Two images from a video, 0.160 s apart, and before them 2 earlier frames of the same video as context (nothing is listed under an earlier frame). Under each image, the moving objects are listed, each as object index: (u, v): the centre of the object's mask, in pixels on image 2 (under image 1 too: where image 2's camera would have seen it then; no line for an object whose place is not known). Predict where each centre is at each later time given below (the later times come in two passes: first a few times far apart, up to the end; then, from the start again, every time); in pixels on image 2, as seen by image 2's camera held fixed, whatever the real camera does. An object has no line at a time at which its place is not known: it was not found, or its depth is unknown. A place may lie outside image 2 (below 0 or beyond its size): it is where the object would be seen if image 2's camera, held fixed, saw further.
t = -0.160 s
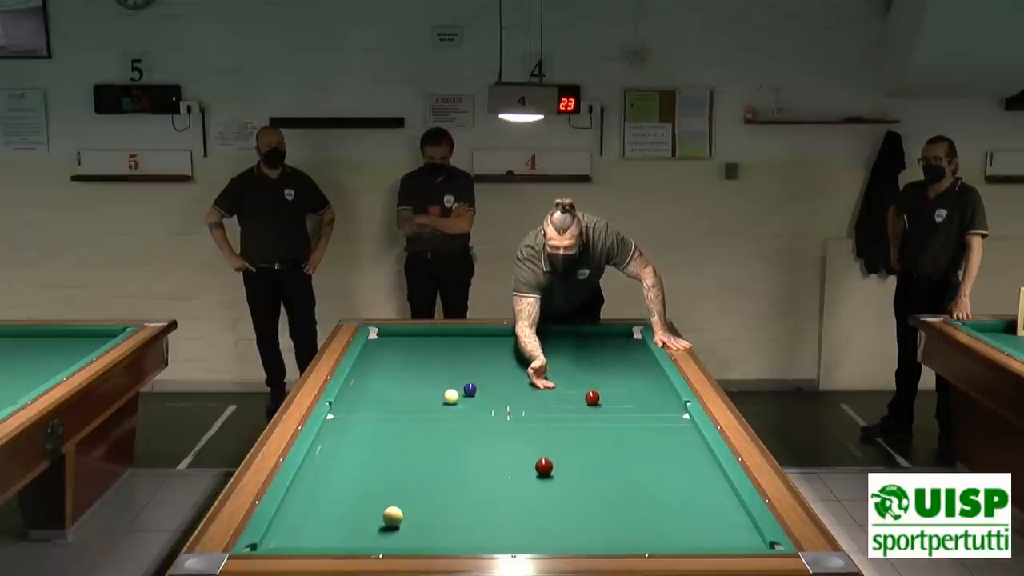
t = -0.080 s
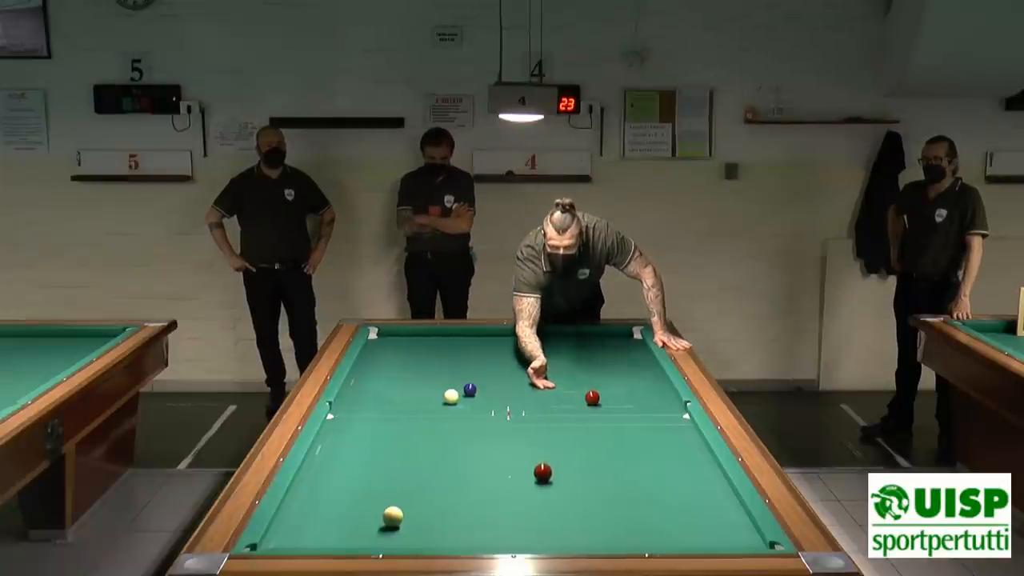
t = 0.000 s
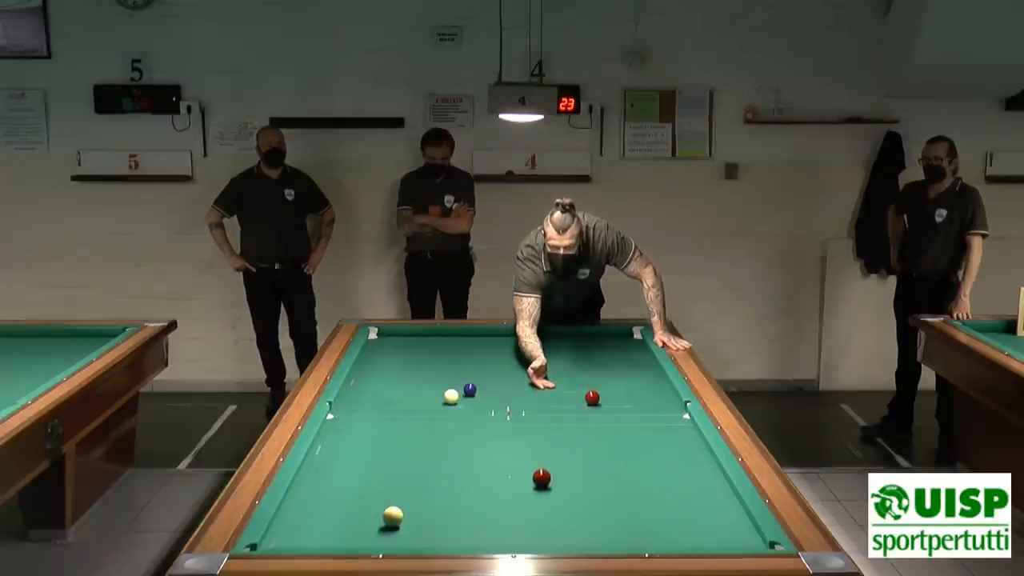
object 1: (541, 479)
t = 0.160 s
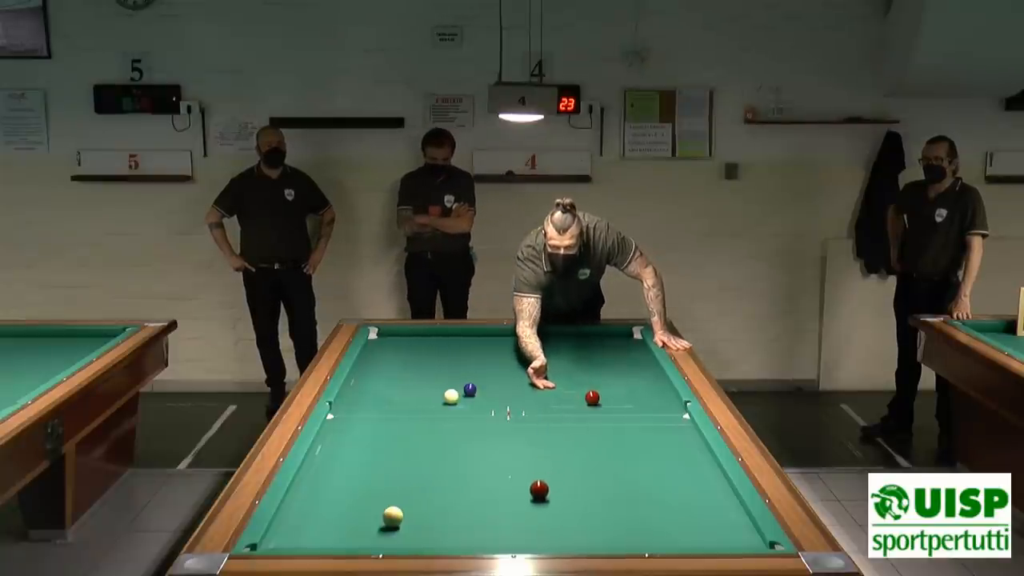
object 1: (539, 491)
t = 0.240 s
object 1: (538, 497)
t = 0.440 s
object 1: (534, 513)
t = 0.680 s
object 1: (530, 534)
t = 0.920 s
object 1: (526, 543)
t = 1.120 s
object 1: (522, 537)
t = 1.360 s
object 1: (517, 526)
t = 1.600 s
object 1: (513, 514)
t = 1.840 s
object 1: (509, 504)
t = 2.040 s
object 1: (506, 495)
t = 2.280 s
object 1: (502, 486)
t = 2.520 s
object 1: (499, 477)
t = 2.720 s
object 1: (497, 471)
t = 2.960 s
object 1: (493, 464)
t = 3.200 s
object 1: (491, 456)
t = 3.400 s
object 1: (488, 451)
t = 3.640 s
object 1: (486, 445)
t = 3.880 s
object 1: (483, 439)
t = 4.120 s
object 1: (481, 434)
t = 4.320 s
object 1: (479, 430)
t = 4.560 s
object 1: (477, 425)
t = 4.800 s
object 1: (476, 420)
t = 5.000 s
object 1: (474, 417)
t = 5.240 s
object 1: (474, 413)
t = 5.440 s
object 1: (473, 410)
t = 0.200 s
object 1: (538, 494)
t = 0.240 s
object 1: (538, 497)
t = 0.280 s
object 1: (537, 500)
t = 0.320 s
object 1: (536, 503)
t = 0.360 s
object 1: (536, 507)
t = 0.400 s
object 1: (535, 510)
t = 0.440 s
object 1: (534, 513)
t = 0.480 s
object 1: (534, 517)
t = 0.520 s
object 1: (533, 520)
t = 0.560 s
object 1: (532, 523)
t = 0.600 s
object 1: (532, 527)
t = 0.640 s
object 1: (531, 530)
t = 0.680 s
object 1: (530, 534)
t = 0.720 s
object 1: (529, 536)
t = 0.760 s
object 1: (529, 538)
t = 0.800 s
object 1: (528, 540)
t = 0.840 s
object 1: (527, 542)
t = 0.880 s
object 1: (527, 544)
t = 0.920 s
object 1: (526, 543)
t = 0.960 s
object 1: (525, 542)
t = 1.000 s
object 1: (524, 541)
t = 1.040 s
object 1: (523, 539)
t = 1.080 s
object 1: (522, 538)
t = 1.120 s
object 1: (522, 537)
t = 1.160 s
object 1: (521, 536)
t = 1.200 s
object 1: (520, 534)
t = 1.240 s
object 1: (519, 531)
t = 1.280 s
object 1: (518, 529)
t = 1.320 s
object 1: (518, 528)
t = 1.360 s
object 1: (517, 526)
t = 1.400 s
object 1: (516, 524)
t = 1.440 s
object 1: (516, 522)
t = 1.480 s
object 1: (515, 520)
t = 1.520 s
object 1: (514, 518)
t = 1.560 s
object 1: (514, 516)
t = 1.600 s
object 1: (513, 514)
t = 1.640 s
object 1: (512, 512)
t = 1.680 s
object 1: (512, 511)
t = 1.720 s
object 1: (511, 509)
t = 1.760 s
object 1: (511, 507)
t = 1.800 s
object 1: (510, 505)
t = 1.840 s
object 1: (509, 504)
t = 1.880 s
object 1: (508, 502)
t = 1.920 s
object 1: (508, 501)
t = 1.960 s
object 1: (507, 499)
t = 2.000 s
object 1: (507, 497)
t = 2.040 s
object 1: (506, 495)
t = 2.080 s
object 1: (505, 494)
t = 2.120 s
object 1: (505, 492)
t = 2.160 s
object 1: (504, 491)
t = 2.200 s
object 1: (504, 489)
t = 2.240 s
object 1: (503, 488)
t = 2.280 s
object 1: (502, 486)
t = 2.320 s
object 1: (502, 485)
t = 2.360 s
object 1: (501, 483)
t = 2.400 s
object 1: (501, 482)
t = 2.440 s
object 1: (500, 480)
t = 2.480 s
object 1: (500, 479)
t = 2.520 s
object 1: (499, 477)
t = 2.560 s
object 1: (499, 476)
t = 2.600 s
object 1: (498, 475)
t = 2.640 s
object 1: (498, 473)
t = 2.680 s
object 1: (497, 472)
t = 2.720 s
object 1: (497, 471)
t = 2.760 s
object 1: (496, 470)
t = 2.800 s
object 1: (495, 468)
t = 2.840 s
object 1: (495, 467)
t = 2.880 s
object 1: (495, 466)
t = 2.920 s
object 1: (494, 465)
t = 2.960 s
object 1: (493, 464)
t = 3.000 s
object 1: (493, 462)
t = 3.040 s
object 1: (492, 461)
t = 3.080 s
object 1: (492, 460)
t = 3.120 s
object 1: (492, 459)
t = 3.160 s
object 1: (491, 458)
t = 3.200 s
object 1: (491, 456)
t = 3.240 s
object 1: (490, 455)
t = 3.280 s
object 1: (490, 454)
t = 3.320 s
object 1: (489, 453)
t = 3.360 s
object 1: (489, 452)
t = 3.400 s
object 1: (488, 451)
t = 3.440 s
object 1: (488, 450)
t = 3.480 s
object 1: (487, 449)
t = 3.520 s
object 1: (487, 448)
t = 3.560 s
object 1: (486, 447)
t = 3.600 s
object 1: (486, 446)
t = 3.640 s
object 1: (486, 445)
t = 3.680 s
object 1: (485, 444)
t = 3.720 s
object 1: (485, 443)
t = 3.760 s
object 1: (484, 442)
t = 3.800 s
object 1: (484, 441)
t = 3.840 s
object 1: (483, 440)
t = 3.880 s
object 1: (483, 439)
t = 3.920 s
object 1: (483, 438)
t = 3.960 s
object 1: (482, 437)
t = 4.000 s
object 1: (482, 436)
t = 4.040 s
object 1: (482, 435)
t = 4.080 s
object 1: (481, 434)
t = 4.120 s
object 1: (481, 434)
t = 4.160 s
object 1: (481, 433)
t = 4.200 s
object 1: (480, 432)
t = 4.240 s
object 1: (480, 431)
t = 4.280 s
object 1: (479, 430)
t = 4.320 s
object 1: (479, 430)
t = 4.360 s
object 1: (479, 429)
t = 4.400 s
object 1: (479, 428)
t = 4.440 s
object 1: (478, 427)
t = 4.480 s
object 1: (478, 426)
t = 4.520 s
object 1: (478, 425)
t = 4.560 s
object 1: (477, 425)
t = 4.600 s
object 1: (477, 424)
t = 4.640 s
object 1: (477, 423)
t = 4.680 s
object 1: (477, 423)
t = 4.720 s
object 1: (476, 422)
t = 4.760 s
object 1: (476, 421)
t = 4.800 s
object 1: (476, 420)
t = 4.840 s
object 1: (475, 420)
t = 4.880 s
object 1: (475, 419)
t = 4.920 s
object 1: (475, 418)
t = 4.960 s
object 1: (475, 418)
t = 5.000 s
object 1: (474, 417)
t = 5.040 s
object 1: (474, 416)
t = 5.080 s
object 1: (474, 416)
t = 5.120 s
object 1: (474, 415)
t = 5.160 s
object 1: (474, 414)
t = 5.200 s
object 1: (473, 414)
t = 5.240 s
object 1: (474, 413)
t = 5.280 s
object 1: (473, 412)
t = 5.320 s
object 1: (473, 412)
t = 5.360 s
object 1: (473, 411)
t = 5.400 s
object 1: (473, 411)
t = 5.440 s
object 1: (473, 410)
